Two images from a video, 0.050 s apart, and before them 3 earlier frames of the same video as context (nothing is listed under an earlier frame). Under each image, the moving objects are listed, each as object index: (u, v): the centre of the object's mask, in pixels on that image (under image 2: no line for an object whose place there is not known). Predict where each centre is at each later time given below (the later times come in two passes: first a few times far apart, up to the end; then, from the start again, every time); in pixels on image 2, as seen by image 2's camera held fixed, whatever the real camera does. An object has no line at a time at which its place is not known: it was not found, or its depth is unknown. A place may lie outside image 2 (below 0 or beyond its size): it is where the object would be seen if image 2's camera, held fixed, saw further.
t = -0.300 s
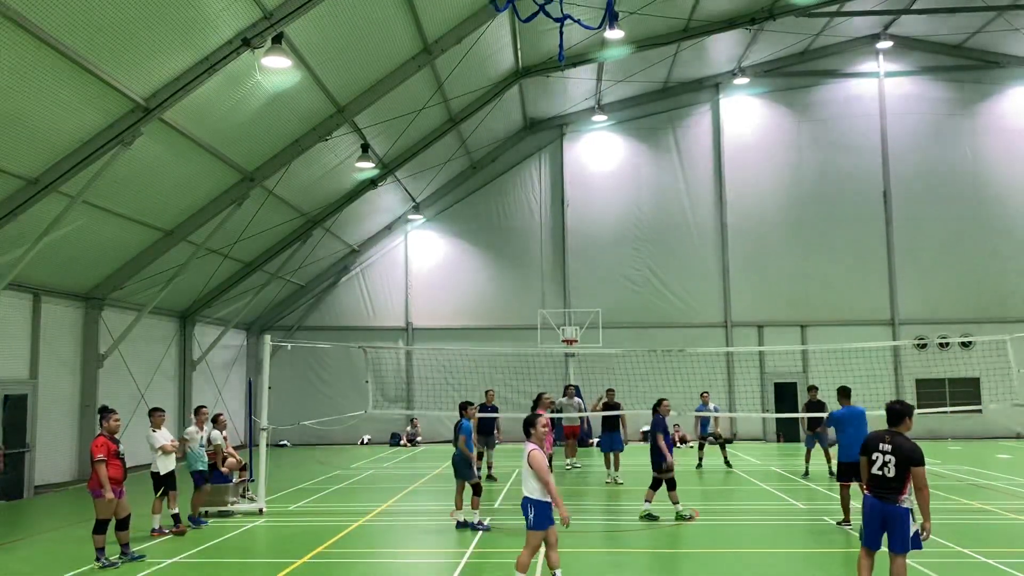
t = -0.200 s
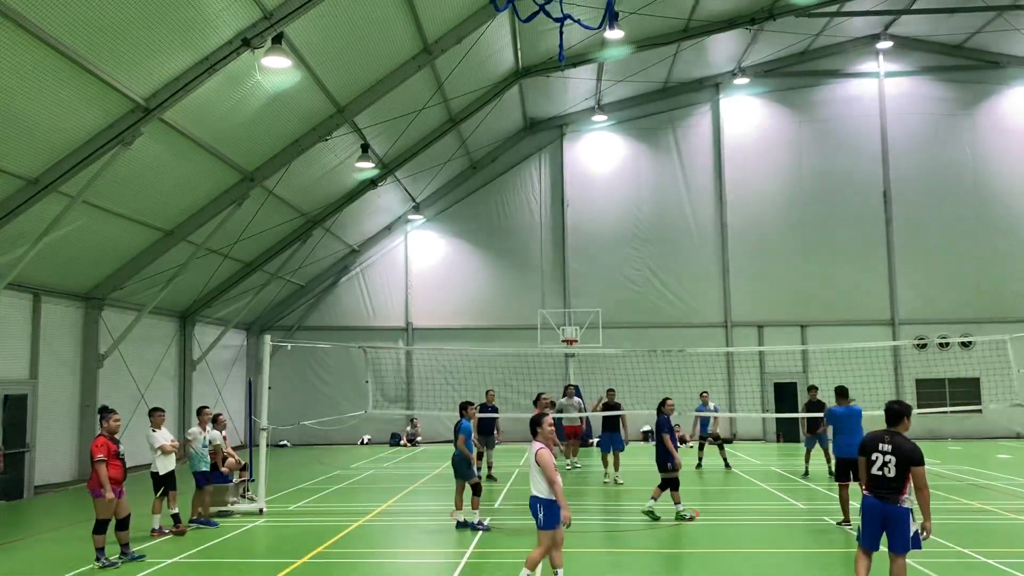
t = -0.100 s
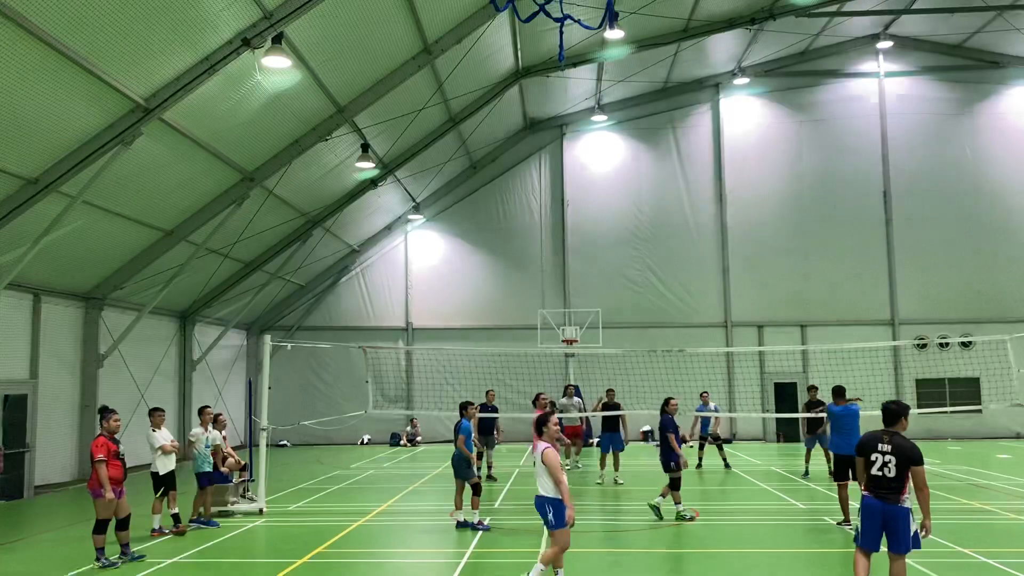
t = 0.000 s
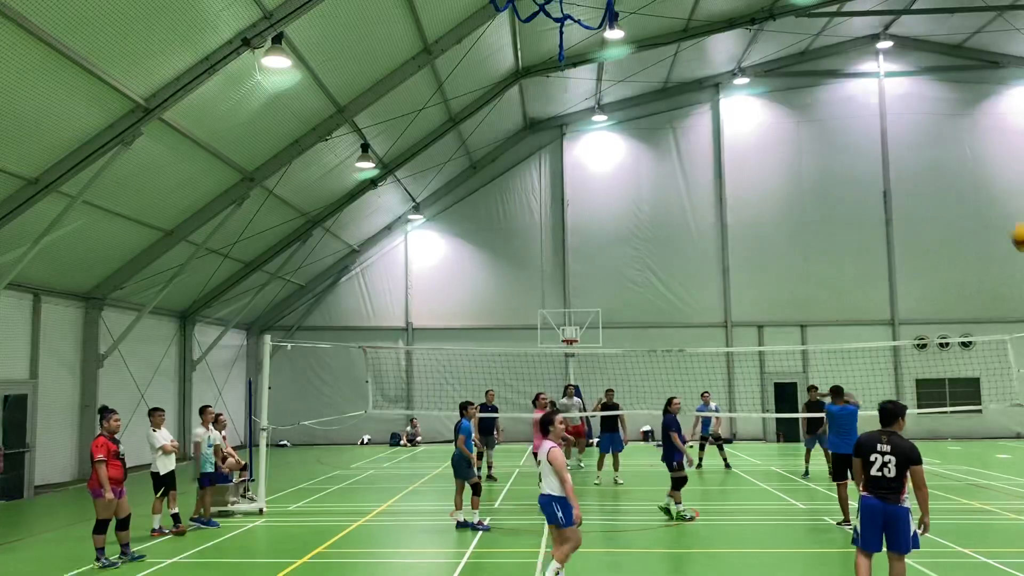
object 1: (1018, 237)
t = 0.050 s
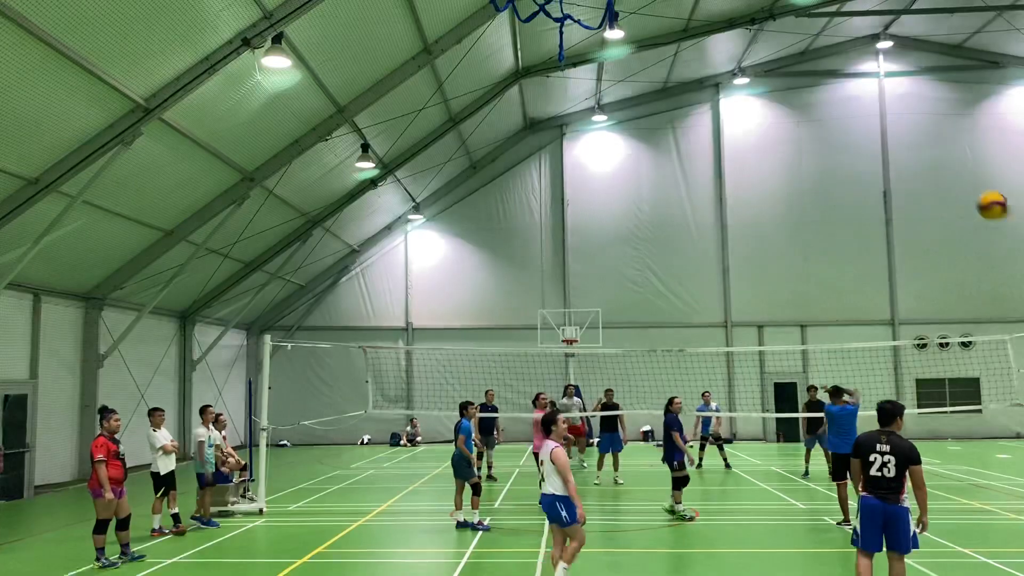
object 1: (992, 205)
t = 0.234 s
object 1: (904, 141)
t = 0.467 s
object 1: (845, 132)
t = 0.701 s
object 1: (814, 164)
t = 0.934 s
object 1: (794, 220)
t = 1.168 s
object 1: (780, 290)
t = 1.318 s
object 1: (775, 341)
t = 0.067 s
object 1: (982, 197)
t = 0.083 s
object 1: (972, 188)
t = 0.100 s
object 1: (963, 181)
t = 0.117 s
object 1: (954, 174)
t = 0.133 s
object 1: (946, 167)
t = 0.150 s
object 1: (938, 162)
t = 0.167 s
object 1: (930, 156)
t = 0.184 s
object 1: (924, 152)
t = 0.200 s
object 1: (916, 148)
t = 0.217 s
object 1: (910, 144)
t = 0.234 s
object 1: (904, 141)
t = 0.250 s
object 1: (898, 138)
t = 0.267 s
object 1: (892, 135)
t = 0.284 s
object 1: (887, 134)
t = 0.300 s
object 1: (882, 131)
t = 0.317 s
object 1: (877, 130)
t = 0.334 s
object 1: (874, 130)
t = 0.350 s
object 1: (869, 129)
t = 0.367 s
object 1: (865, 128)
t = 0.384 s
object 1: (861, 128)
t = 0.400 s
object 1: (858, 128)
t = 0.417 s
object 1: (854, 129)
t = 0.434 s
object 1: (851, 130)
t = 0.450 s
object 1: (848, 130)
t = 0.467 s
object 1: (845, 132)
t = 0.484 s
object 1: (842, 133)
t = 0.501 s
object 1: (840, 135)
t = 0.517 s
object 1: (837, 136)
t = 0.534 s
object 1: (834, 138)
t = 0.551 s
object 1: (832, 140)
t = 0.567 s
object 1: (830, 142)
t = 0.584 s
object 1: (827, 144)
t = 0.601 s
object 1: (826, 147)
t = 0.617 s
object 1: (823, 149)
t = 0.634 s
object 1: (821, 152)
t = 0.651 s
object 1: (820, 155)
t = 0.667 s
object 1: (818, 158)
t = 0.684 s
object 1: (816, 161)
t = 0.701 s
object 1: (814, 164)
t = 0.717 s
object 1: (812, 168)
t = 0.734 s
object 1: (811, 171)
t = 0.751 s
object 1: (809, 175)
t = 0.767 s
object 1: (808, 178)
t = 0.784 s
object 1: (806, 182)
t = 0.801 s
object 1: (805, 186)
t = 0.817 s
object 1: (803, 190)
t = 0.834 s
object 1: (801, 194)
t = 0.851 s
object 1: (800, 198)
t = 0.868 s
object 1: (799, 202)
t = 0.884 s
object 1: (798, 207)
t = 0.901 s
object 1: (797, 211)
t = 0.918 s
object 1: (795, 215)
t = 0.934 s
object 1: (794, 220)
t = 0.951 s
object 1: (793, 224)
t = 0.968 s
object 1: (792, 229)
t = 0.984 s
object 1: (791, 234)
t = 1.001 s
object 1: (790, 239)
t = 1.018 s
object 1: (789, 244)
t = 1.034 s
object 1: (787, 249)
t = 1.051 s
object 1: (787, 253)
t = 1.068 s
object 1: (786, 258)
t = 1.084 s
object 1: (785, 264)
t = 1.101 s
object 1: (784, 269)
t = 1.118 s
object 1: (783, 274)
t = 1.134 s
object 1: (782, 280)
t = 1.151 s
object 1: (781, 285)
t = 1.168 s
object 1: (780, 290)
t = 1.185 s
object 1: (779, 296)
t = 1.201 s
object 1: (779, 301)
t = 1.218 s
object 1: (778, 307)
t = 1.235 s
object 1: (777, 313)
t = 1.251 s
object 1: (777, 318)
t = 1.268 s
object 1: (776, 324)
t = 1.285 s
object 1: (775, 330)
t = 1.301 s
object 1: (774, 337)
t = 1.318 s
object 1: (775, 341)
